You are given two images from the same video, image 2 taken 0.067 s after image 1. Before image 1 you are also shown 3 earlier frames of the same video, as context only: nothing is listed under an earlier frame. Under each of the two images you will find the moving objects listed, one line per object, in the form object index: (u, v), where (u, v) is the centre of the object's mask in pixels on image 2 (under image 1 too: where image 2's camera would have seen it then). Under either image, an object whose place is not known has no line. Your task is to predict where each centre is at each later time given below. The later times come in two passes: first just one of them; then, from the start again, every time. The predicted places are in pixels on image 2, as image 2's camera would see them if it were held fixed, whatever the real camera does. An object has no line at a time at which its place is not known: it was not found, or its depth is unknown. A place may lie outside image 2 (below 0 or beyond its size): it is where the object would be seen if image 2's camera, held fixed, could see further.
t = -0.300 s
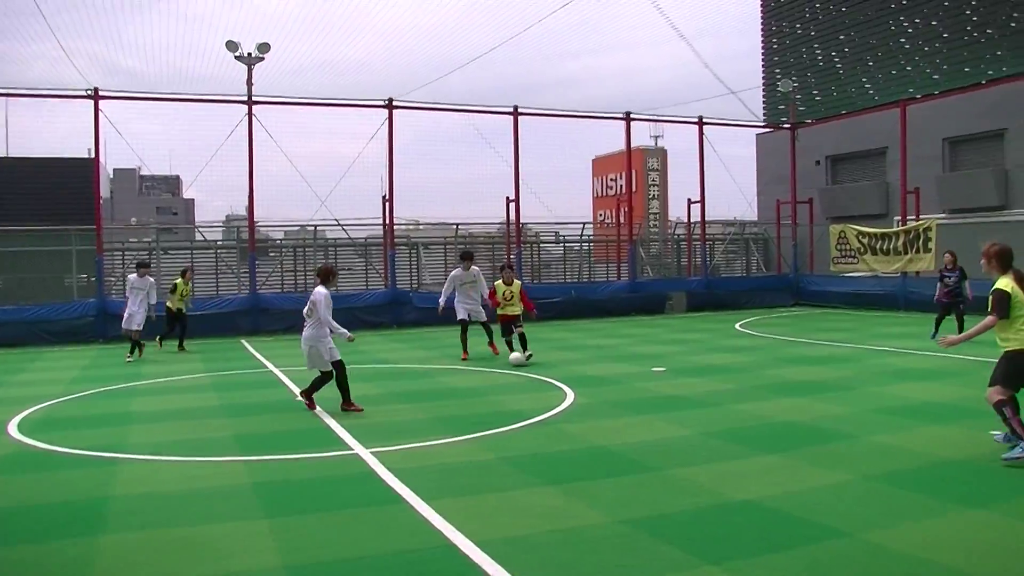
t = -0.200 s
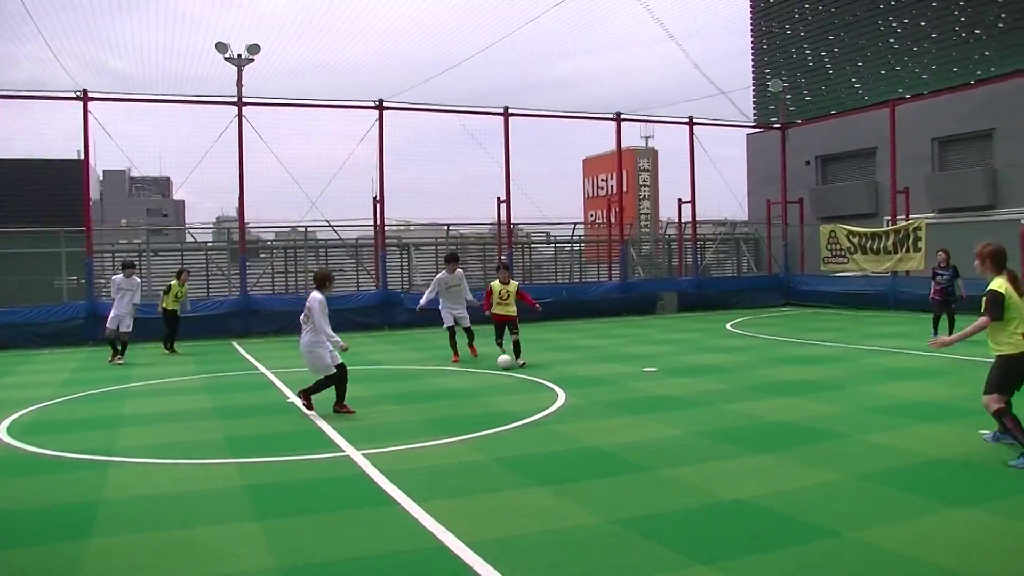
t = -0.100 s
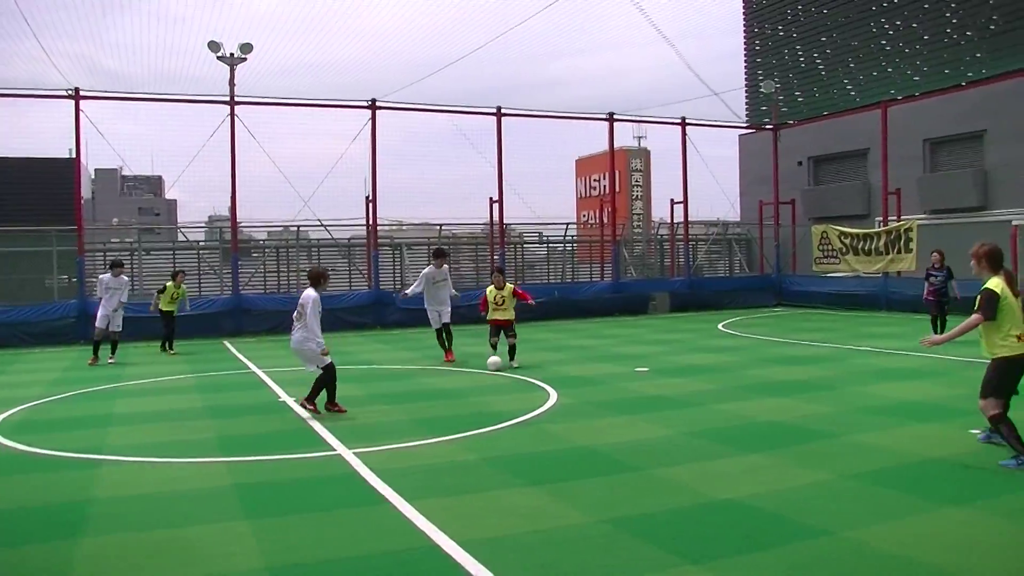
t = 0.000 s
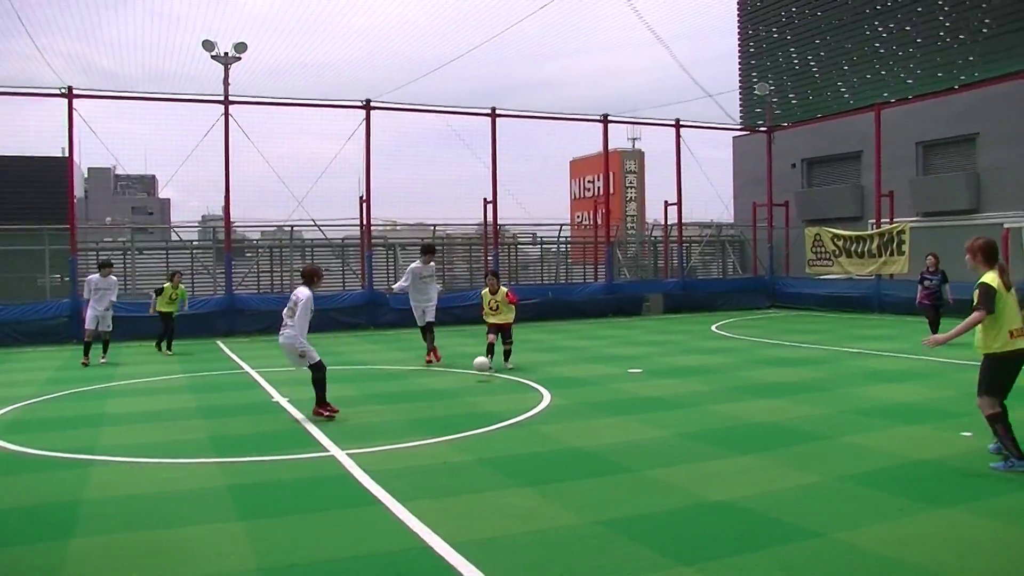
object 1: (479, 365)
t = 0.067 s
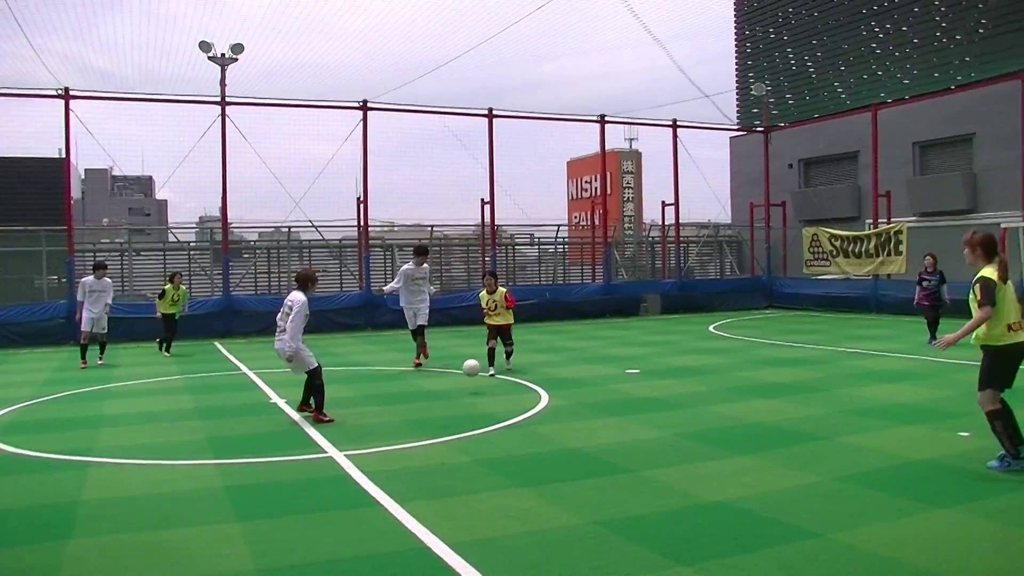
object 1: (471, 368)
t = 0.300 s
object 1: (430, 428)
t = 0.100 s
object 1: (466, 371)
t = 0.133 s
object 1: (461, 375)
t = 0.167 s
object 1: (456, 381)
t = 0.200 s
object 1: (450, 389)
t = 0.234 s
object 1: (444, 400)
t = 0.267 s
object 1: (437, 412)
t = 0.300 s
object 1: (430, 428)
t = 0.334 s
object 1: (421, 448)
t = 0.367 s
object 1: (414, 455)
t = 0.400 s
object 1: (405, 462)
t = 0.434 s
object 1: (396, 474)
